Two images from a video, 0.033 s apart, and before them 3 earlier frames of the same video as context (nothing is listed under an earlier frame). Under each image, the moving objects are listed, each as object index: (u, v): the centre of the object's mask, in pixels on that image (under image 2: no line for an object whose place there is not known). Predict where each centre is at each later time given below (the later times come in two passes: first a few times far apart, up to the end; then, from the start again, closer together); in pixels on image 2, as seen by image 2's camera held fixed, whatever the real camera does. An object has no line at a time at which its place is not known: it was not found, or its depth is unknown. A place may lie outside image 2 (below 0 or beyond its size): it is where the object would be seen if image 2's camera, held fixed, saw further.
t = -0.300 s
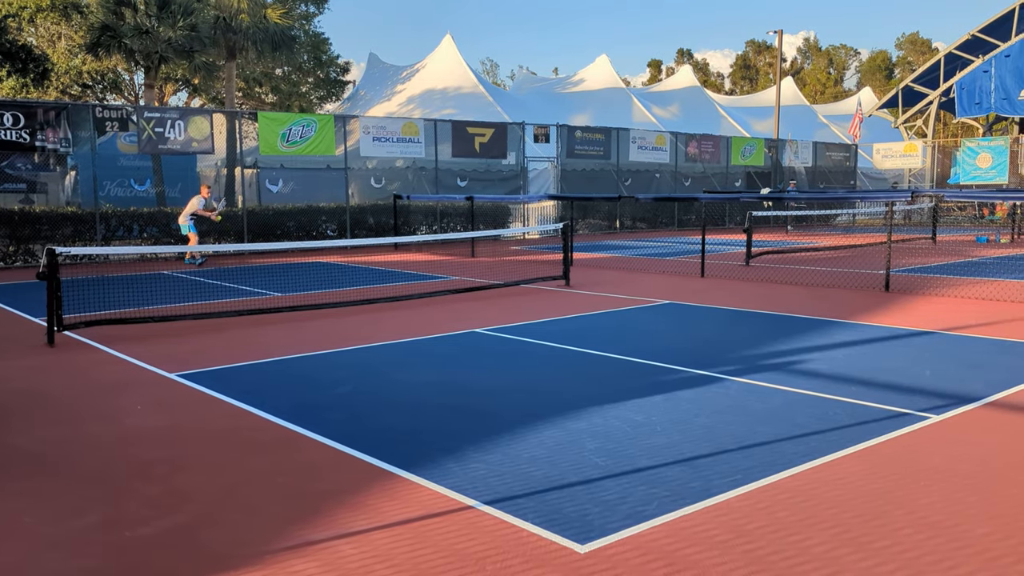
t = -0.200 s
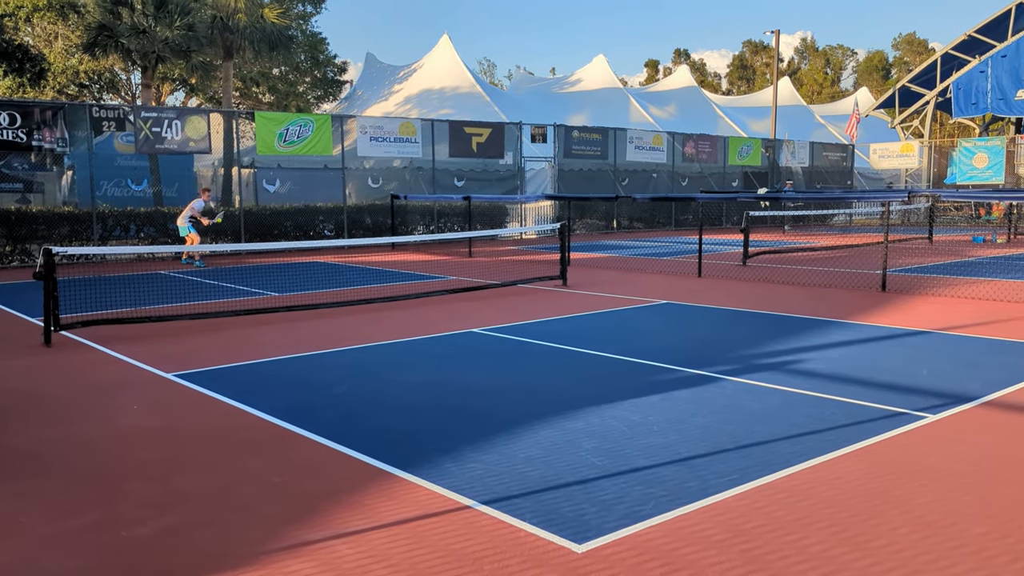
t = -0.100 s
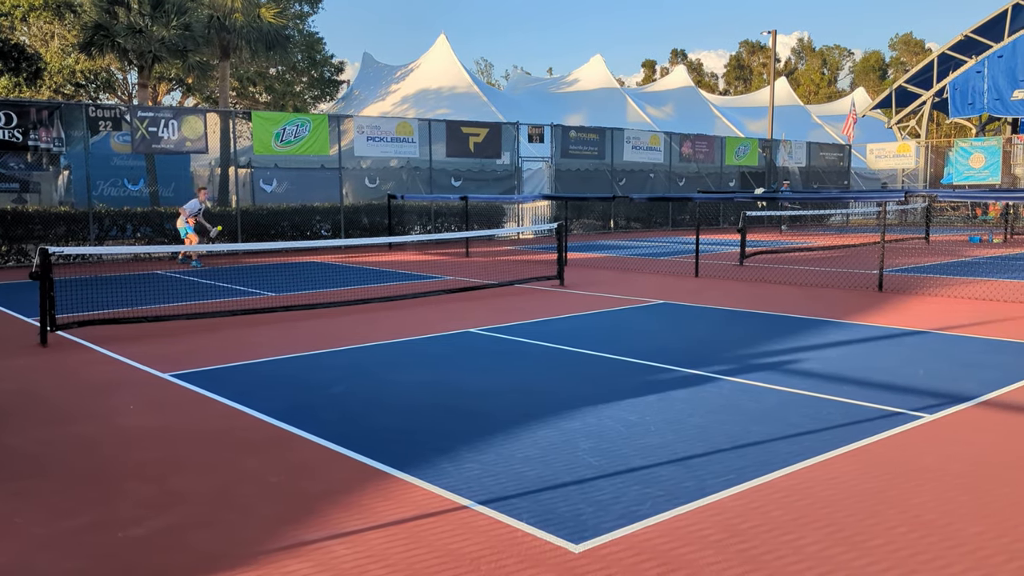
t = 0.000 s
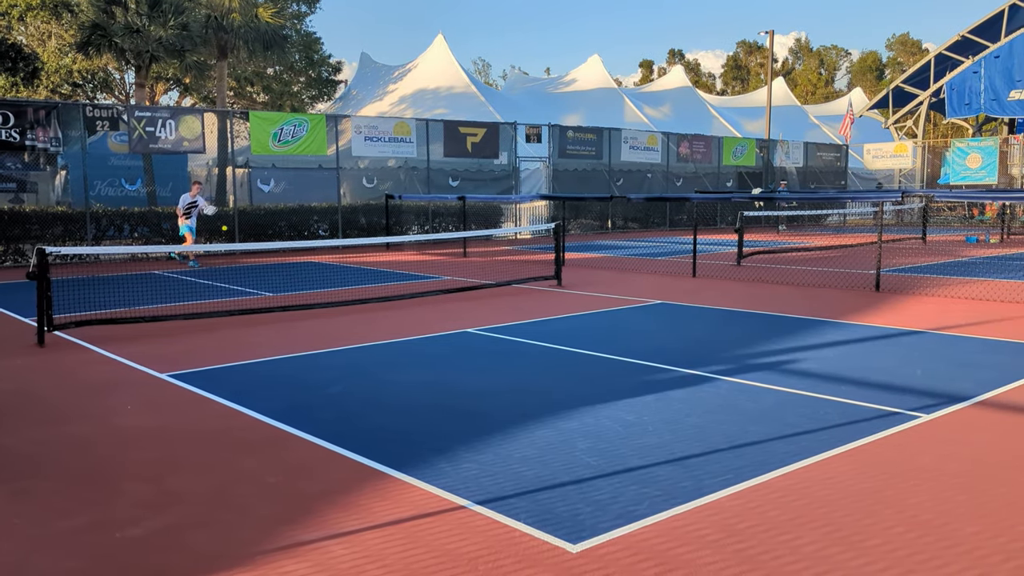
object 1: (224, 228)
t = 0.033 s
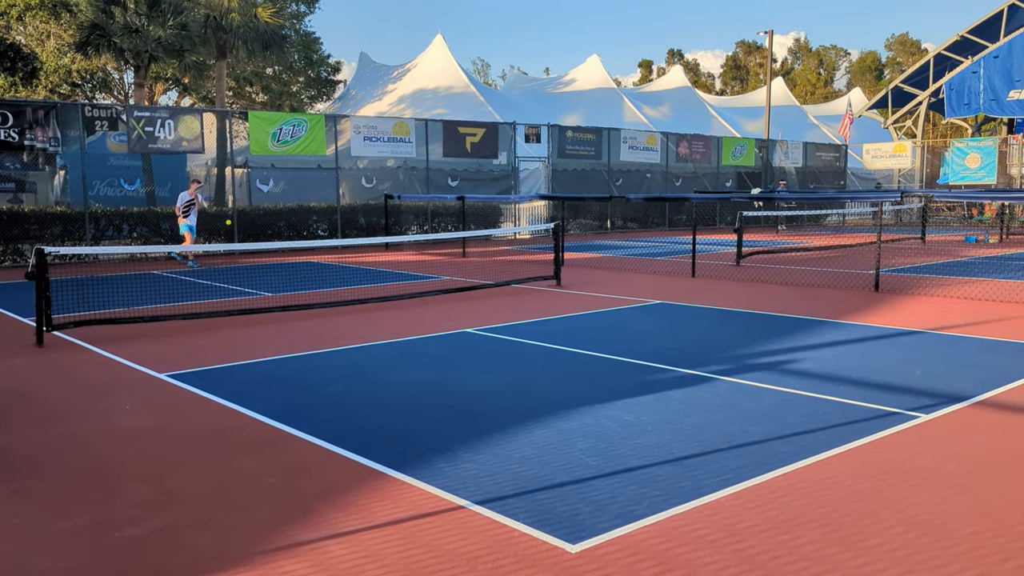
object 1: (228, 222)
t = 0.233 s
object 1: (267, 201)
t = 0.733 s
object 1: (494, 385)
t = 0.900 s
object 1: (632, 396)
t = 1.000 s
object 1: (753, 408)
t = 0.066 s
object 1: (233, 217)
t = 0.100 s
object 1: (239, 212)
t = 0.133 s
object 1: (245, 208)
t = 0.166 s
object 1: (252, 205)
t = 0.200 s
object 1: (259, 202)
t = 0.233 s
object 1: (267, 201)
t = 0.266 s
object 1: (275, 201)
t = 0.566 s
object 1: (386, 262)
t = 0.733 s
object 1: (494, 385)
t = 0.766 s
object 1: (521, 416)
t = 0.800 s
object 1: (545, 408)
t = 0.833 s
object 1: (571, 402)
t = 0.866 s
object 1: (600, 398)
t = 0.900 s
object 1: (632, 396)
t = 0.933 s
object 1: (668, 397)
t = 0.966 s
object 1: (708, 401)
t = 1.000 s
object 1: (753, 408)
